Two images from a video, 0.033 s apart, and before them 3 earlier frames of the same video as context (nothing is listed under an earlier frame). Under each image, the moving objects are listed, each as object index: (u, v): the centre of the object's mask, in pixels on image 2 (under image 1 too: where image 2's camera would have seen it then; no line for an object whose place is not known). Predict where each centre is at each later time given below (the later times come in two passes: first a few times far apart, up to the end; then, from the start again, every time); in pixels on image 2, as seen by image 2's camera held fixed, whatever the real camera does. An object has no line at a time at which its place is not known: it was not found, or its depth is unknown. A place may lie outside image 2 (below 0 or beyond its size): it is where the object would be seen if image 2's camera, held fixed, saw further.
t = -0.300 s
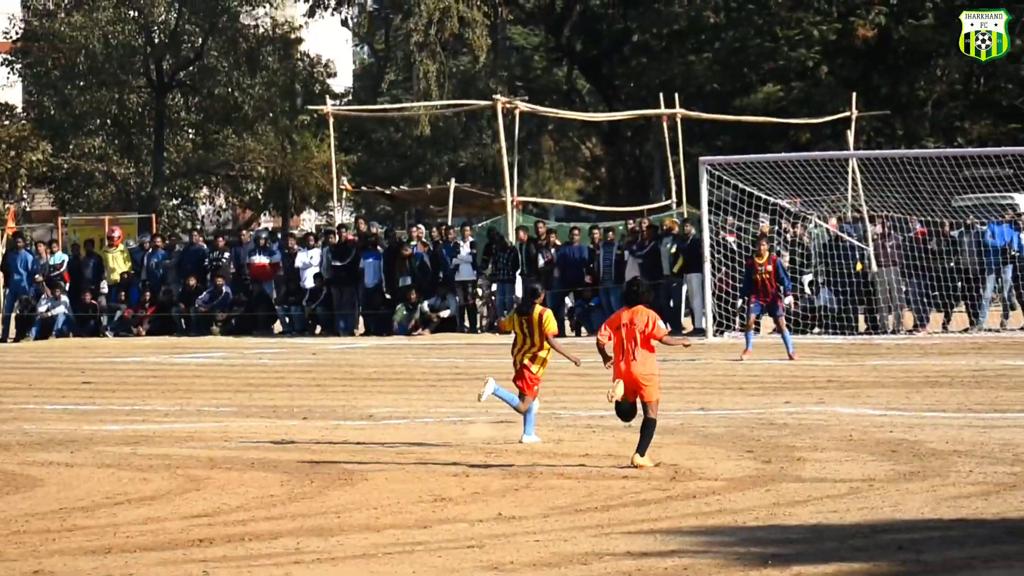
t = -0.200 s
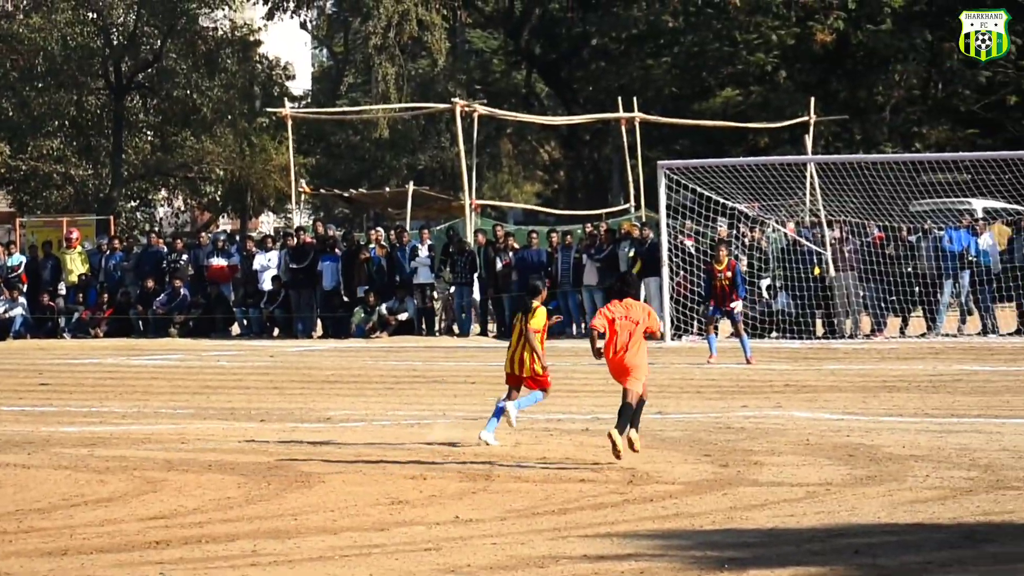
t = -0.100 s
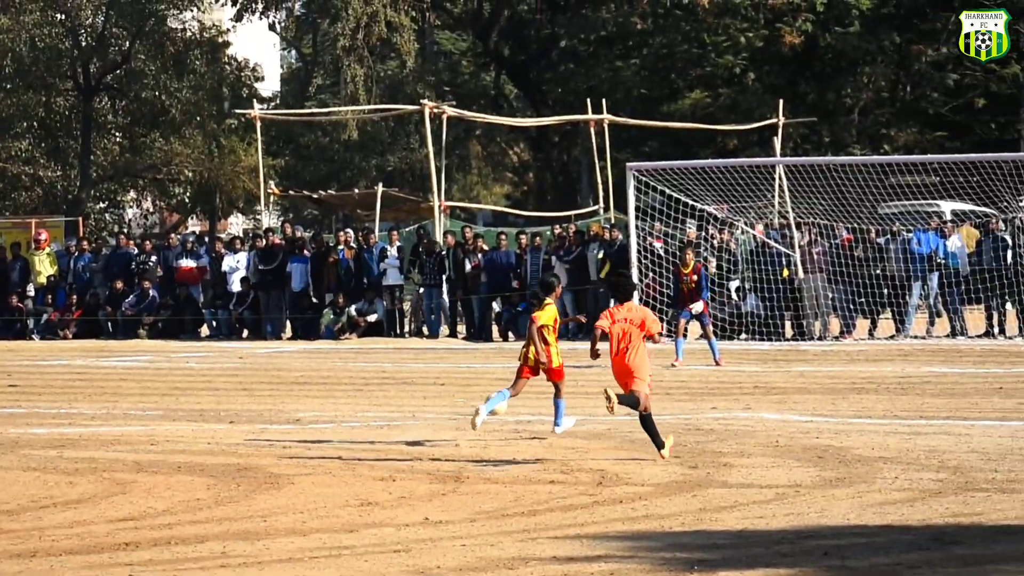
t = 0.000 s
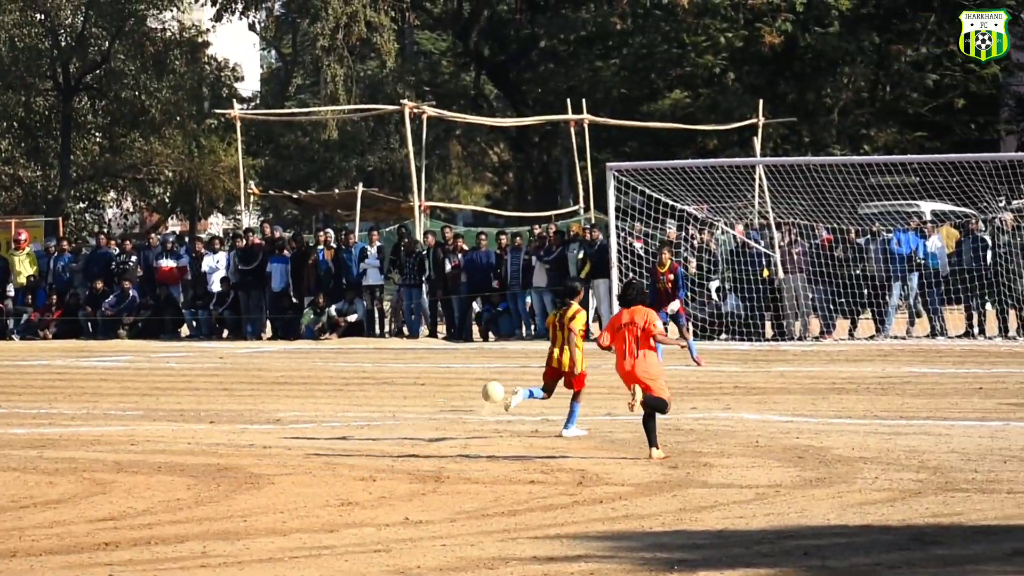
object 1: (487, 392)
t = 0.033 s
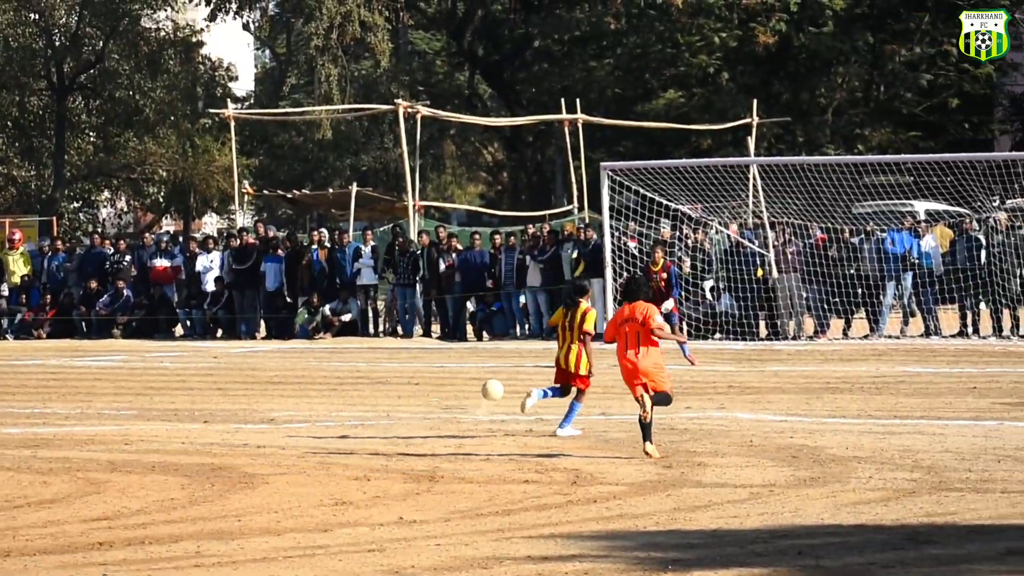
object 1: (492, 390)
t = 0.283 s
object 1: (534, 372)
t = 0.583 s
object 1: (584, 376)
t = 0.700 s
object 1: (602, 360)
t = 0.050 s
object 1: (495, 389)
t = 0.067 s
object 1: (498, 388)
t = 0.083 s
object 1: (501, 388)
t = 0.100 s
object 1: (503, 389)
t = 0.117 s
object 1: (506, 389)
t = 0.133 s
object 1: (508, 390)
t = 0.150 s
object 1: (511, 391)
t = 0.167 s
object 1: (513, 392)
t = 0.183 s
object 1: (516, 391)
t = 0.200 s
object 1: (519, 387)
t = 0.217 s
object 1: (522, 383)
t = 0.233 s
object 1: (525, 380)
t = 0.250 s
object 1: (528, 377)
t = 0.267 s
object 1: (531, 374)
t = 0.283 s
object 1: (534, 372)
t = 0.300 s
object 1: (537, 370)
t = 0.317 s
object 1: (540, 368)
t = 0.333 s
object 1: (542, 366)
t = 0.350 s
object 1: (545, 365)
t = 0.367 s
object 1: (548, 364)
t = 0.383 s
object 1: (551, 364)
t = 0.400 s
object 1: (554, 363)
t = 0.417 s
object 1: (556, 363)
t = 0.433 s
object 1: (559, 363)
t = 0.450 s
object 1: (562, 363)
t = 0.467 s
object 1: (565, 364)
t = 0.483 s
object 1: (567, 365)
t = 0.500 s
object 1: (570, 366)
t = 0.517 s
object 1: (573, 367)
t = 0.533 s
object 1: (576, 370)
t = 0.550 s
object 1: (578, 372)
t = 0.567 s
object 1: (581, 373)
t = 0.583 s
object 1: (584, 376)
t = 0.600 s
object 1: (586, 379)
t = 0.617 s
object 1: (589, 377)
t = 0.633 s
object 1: (591, 373)
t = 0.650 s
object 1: (594, 370)
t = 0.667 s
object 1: (596, 366)
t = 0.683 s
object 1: (599, 363)
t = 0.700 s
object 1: (602, 360)
